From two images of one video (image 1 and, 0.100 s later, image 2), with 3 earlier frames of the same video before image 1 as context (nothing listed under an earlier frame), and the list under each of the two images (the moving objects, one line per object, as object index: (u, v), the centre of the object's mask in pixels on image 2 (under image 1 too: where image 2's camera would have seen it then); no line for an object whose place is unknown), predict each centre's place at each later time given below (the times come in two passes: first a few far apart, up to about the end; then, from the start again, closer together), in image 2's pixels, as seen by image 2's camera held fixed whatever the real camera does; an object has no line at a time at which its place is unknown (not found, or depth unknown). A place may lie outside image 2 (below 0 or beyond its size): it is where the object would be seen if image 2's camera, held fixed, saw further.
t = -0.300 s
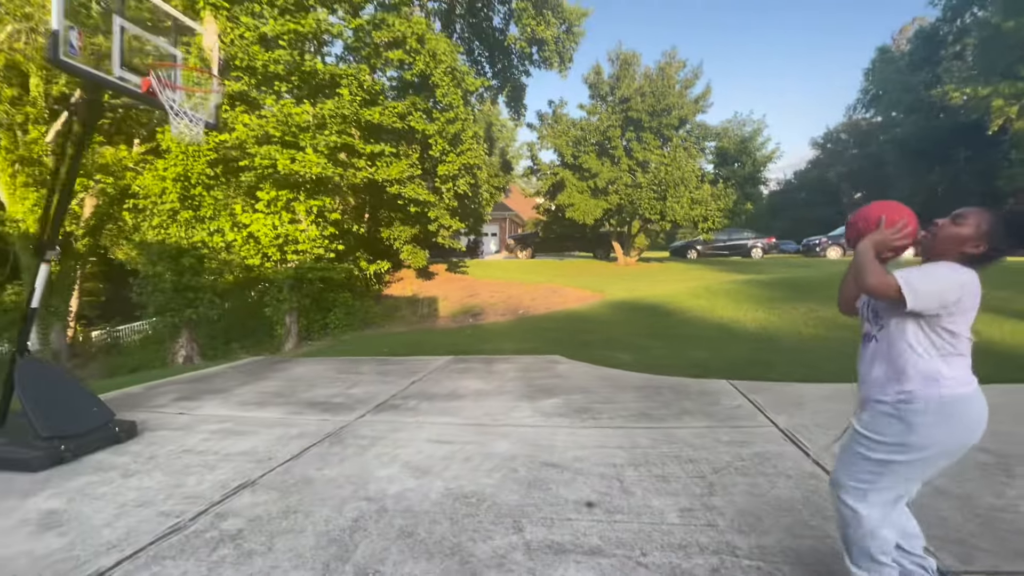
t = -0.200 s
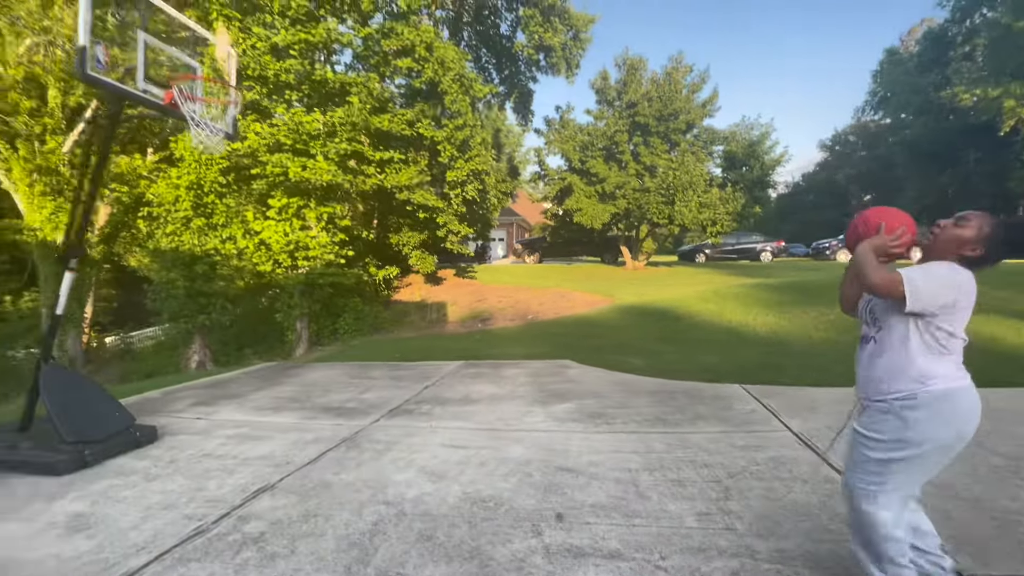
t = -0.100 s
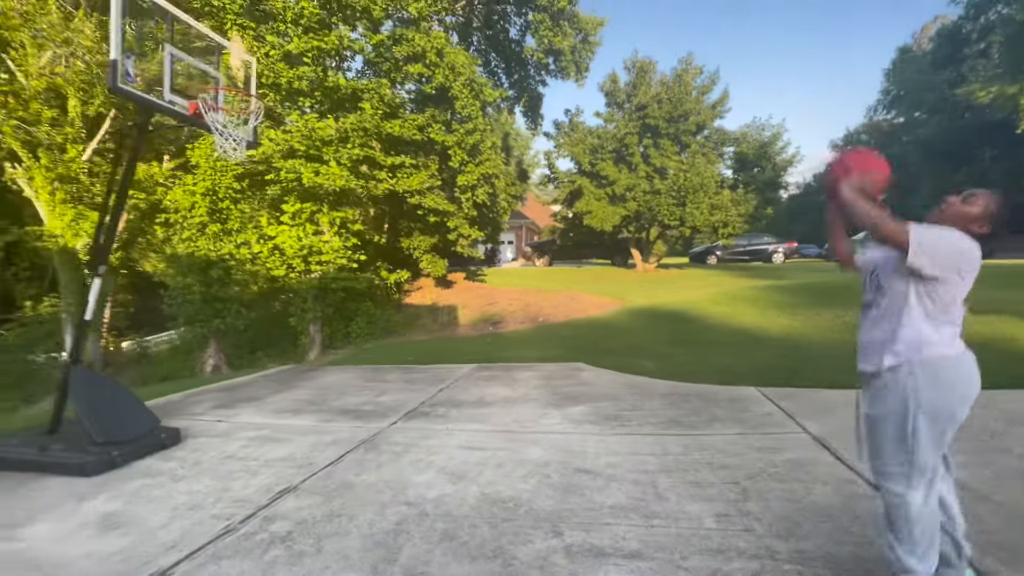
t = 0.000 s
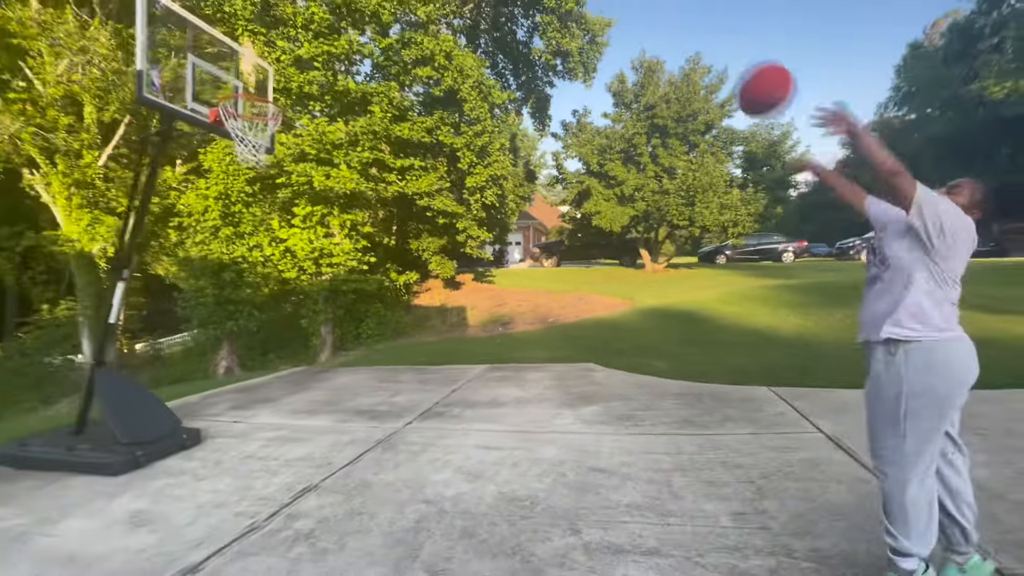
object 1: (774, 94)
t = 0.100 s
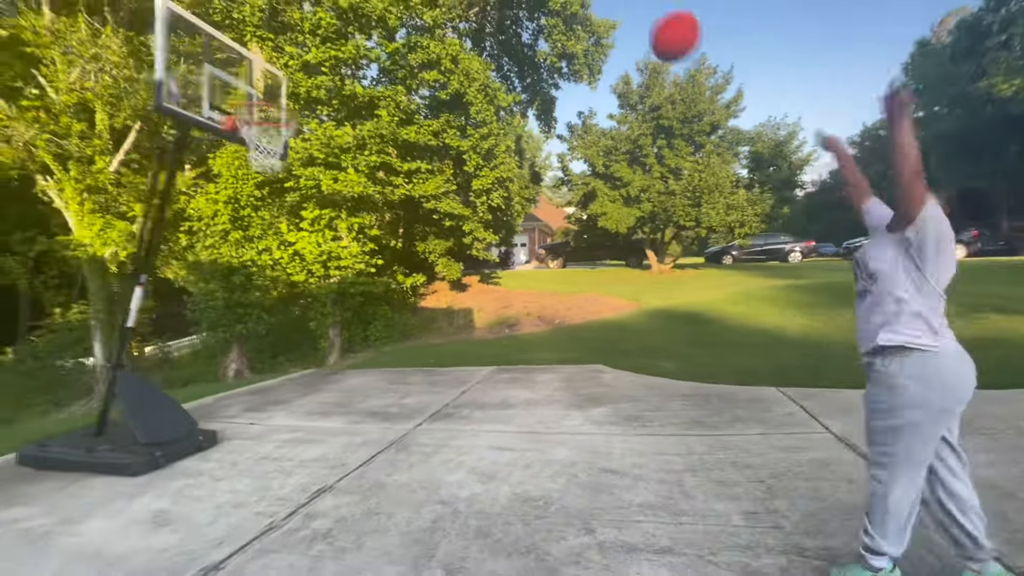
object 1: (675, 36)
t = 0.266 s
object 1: (545, 6)
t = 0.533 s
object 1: (394, 35)
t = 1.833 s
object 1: (515, 331)
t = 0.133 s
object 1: (646, 23)
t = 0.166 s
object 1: (618, 16)
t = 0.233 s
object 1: (568, 9)
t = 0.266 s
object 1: (545, 6)
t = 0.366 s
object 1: (483, 6)
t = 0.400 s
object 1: (463, 9)
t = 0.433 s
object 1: (445, 11)
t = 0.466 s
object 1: (427, 18)
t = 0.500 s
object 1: (411, 26)
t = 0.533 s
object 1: (394, 35)
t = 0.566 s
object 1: (380, 45)
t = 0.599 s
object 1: (367, 57)
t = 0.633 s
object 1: (353, 70)
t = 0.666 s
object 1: (340, 83)
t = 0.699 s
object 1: (326, 97)
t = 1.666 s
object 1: (423, 318)
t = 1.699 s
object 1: (440, 319)
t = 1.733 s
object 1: (458, 319)
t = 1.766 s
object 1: (477, 322)
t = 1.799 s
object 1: (496, 326)
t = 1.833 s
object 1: (515, 331)
